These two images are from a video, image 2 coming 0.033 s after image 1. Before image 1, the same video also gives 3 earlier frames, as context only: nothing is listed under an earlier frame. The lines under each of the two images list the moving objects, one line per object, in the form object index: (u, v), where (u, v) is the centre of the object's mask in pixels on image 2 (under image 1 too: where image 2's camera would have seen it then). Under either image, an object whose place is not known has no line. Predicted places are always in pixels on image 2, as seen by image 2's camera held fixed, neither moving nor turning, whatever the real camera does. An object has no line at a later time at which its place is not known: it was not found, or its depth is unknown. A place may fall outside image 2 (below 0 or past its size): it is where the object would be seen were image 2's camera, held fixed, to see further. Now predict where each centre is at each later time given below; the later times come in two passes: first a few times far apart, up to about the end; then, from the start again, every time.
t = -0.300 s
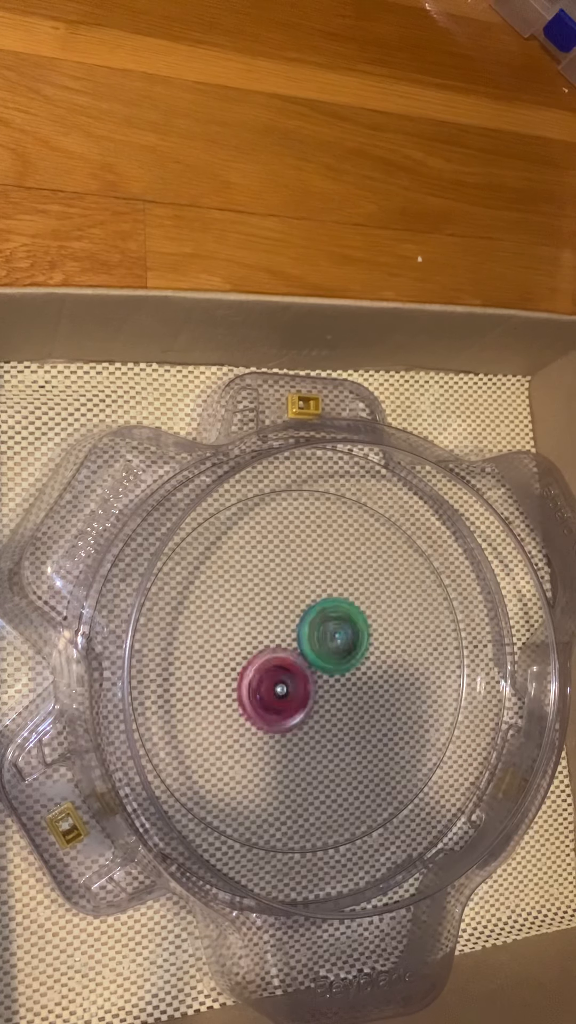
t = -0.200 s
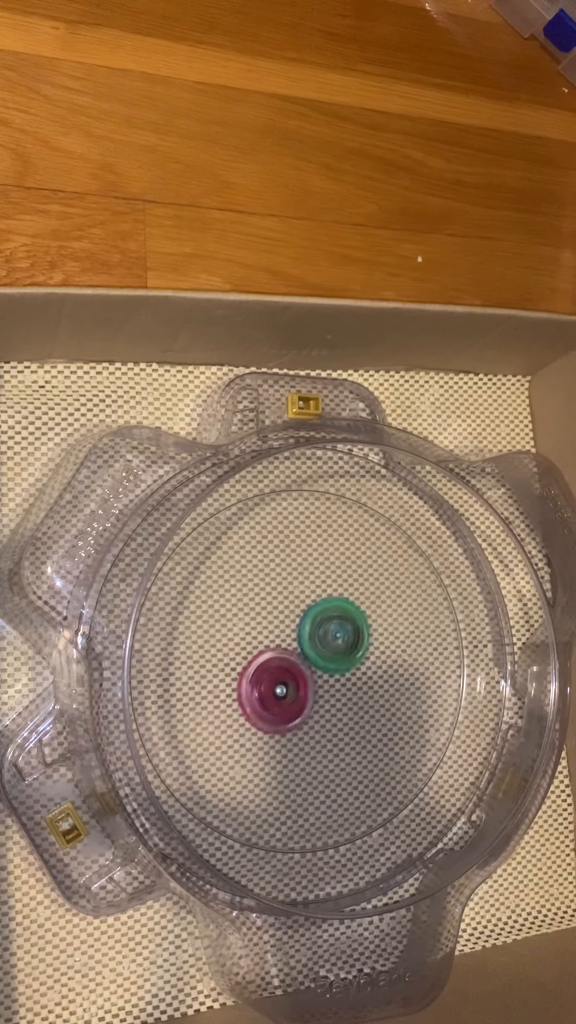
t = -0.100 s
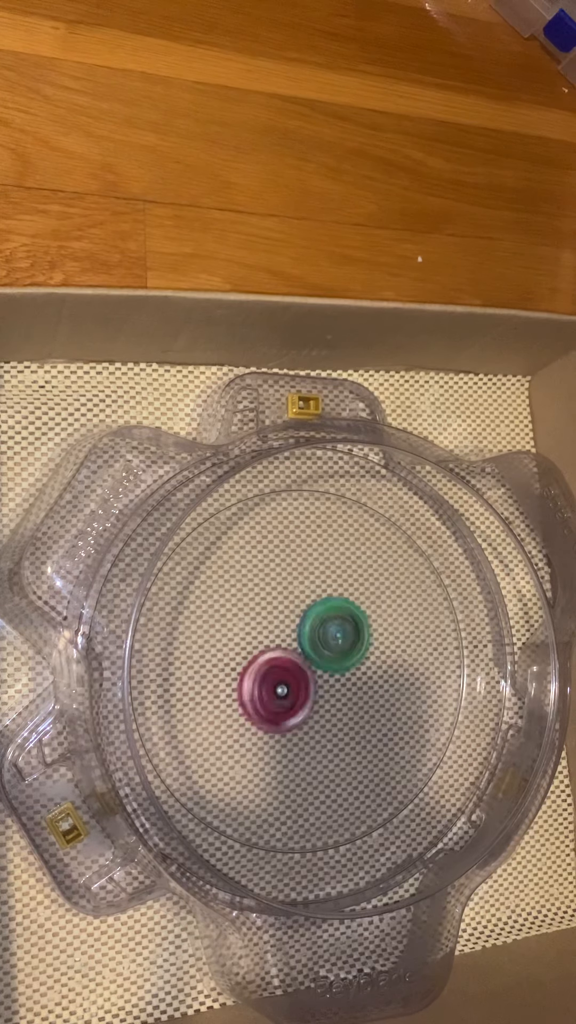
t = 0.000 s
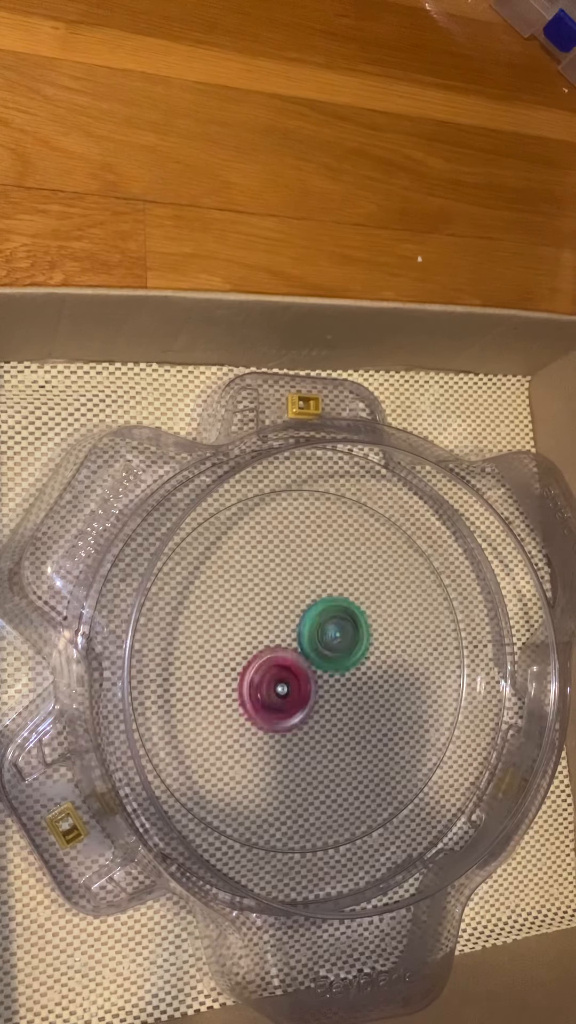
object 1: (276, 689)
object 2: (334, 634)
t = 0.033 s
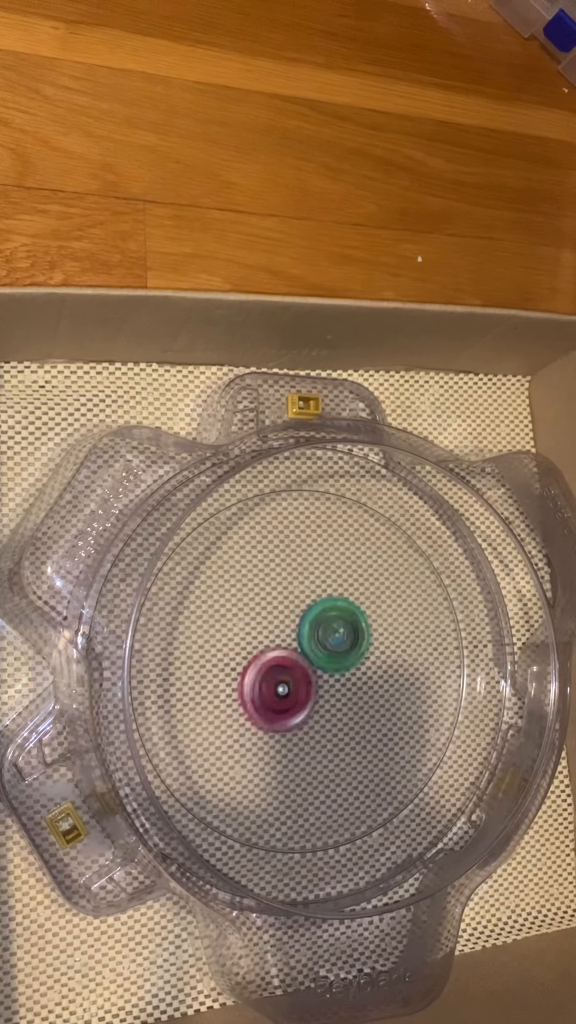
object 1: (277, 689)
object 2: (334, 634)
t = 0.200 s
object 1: (277, 690)
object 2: (335, 633)
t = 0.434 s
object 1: (279, 691)
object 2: (335, 633)
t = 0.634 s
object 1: (280, 691)
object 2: (335, 633)
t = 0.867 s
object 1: (281, 692)
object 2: (333, 631)
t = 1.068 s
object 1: (282, 693)
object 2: (333, 630)
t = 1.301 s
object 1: (284, 692)
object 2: (332, 628)
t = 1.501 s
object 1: (284, 692)
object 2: (332, 627)
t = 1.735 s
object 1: (285, 692)
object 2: (331, 625)
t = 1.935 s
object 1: (286, 693)
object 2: (330, 624)
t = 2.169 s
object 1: (287, 694)
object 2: (329, 622)
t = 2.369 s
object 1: (287, 694)
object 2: (327, 622)
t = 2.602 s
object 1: (287, 700)
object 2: (326, 619)
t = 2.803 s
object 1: (286, 694)
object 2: (320, 620)
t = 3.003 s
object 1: (287, 699)
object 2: (320, 612)
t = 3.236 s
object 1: (287, 697)
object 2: (318, 611)
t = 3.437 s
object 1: (290, 690)
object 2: (316, 610)
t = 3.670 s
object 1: (289, 692)
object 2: (315, 611)
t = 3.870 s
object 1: (292, 692)
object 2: (312, 613)
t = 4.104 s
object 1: (272, 738)
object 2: (319, 594)
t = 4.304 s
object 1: (270, 726)
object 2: (313, 611)
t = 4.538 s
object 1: (285, 710)
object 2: (317, 633)
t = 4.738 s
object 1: (287, 714)
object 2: (322, 631)
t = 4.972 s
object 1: (283, 718)
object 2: (329, 629)
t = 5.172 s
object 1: (290, 705)
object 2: (328, 628)
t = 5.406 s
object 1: (286, 702)
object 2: (324, 628)
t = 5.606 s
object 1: (283, 707)
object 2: (321, 615)
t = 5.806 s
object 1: (285, 700)
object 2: (314, 614)
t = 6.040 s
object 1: (291, 702)
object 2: (311, 616)
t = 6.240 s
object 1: (304, 701)
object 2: (307, 617)
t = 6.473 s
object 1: (313, 713)
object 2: (301, 626)
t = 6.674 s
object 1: (309, 708)
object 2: (299, 628)
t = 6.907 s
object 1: (312, 716)
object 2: (282, 624)
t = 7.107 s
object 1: (323, 711)
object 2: (287, 635)
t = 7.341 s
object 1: (326, 708)
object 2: (300, 634)
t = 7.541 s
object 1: (335, 712)
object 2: (303, 630)
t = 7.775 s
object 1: (336, 706)
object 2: (301, 632)
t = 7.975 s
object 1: (341, 707)
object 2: (294, 625)
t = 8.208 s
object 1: (338, 701)
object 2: (295, 627)
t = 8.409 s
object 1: (336, 699)
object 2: (291, 631)
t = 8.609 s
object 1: (332, 707)
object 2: (288, 625)
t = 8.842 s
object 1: (327, 699)
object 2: (284, 631)
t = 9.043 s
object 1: (324, 695)
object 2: (287, 628)
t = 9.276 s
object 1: (327, 689)
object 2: (284, 625)
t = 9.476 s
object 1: (329, 687)
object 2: (283, 628)
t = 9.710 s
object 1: (330, 686)
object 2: (283, 629)
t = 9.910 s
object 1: (329, 687)
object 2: (283, 629)
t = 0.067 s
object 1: (276, 691)
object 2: (335, 633)
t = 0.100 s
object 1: (277, 691)
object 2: (335, 634)
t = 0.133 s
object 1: (277, 690)
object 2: (335, 633)
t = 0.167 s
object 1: (277, 690)
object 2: (335, 633)
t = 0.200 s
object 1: (277, 690)
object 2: (335, 633)
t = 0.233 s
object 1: (277, 690)
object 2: (335, 634)
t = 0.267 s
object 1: (278, 690)
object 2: (335, 633)
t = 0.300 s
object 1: (278, 690)
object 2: (335, 633)
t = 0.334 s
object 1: (278, 690)
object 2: (334, 634)
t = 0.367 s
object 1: (278, 691)
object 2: (335, 633)
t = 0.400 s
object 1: (279, 690)
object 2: (335, 633)
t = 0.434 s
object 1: (279, 691)
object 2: (335, 633)
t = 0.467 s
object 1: (279, 690)
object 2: (335, 633)
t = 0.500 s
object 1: (279, 690)
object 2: (335, 633)
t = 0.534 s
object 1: (279, 690)
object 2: (335, 633)
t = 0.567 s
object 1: (279, 692)
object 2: (335, 633)
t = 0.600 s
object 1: (280, 692)
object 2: (335, 633)
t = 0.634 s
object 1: (280, 691)
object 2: (335, 633)
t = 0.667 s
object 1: (280, 692)
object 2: (335, 633)
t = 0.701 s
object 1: (280, 691)
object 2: (335, 632)
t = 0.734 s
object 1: (280, 691)
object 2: (334, 632)
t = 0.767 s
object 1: (280, 692)
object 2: (334, 632)
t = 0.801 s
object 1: (281, 692)
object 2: (334, 632)
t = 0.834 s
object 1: (281, 692)
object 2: (334, 631)
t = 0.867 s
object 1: (281, 692)
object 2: (333, 631)
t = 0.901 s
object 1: (281, 693)
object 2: (334, 631)
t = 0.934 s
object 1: (282, 693)
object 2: (333, 631)
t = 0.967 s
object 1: (282, 693)
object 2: (333, 631)
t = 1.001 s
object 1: (282, 693)
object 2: (334, 630)
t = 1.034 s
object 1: (282, 692)
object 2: (333, 630)
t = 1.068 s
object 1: (282, 693)
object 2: (333, 630)
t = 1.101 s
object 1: (282, 692)
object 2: (333, 630)
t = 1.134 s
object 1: (283, 692)
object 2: (333, 629)
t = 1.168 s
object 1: (282, 692)
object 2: (333, 629)
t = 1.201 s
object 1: (284, 692)
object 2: (333, 629)
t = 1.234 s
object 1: (284, 692)
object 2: (332, 629)
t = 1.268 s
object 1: (284, 692)
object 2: (332, 629)
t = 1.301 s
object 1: (284, 692)
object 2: (332, 628)
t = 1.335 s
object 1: (284, 693)
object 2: (333, 627)
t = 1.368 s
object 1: (284, 692)
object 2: (332, 628)
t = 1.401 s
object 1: (283, 692)
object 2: (332, 627)
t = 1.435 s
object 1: (284, 693)
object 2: (332, 627)
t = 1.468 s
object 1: (284, 692)
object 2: (332, 627)
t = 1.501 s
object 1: (284, 692)
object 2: (332, 627)
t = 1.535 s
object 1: (284, 692)
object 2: (332, 627)
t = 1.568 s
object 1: (284, 693)
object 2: (332, 626)
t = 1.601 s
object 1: (284, 693)
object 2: (332, 625)
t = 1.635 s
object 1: (285, 693)
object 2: (332, 625)
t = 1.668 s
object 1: (285, 692)
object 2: (332, 625)
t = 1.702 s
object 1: (285, 692)
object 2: (331, 625)
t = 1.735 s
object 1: (285, 692)
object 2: (331, 625)
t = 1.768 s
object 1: (285, 692)
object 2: (331, 624)
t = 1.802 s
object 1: (286, 692)
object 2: (331, 624)
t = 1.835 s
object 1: (286, 692)
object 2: (330, 624)
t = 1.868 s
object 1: (286, 692)
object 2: (330, 624)
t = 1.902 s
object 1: (286, 692)
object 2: (330, 624)
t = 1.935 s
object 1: (286, 693)
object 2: (330, 624)
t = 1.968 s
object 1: (286, 693)
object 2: (329, 624)
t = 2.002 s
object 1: (286, 693)
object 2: (329, 623)
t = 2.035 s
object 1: (286, 694)
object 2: (329, 623)
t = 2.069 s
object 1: (287, 694)
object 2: (329, 624)
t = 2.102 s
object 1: (286, 694)
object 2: (329, 623)
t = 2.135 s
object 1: (287, 696)
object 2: (329, 622)
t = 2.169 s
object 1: (287, 694)
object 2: (329, 622)
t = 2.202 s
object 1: (287, 694)
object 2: (329, 622)
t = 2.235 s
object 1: (287, 694)
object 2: (328, 621)
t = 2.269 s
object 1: (287, 694)
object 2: (328, 622)
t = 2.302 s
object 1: (287, 693)
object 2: (327, 622)
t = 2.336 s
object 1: (287, 693)
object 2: (327, 622)
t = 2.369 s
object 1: (287, 694)
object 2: (327, 622)
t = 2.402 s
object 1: (288, 696)
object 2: (327, 621)
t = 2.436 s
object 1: (288, 701)
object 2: (328, 619)
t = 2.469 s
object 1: (288, 702)
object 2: (328, 619)
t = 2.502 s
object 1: (288, 700)
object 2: (327, 619)
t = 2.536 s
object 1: (287, 700)
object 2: (327, 618)
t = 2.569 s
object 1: (287, 700)
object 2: (326, 618)
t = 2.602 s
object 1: (287, 700)
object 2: (326, 619)
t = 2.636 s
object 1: (287, 699)
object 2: (325, 619)
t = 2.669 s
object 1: (286, 698)
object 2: (324, 619)
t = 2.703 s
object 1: (286, 698)
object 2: (323, 619)
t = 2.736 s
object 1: (287, 697)
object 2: (322, 619)
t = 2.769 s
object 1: (286, 696)
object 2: (321, 620)
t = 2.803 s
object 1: (286, 694)
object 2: (320, 620)
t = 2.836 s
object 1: (287, 694)
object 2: (320, 620)
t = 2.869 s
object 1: (287, 695)
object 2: (319, 620)
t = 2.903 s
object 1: (288, 695)
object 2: (320, 619)
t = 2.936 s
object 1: (290, 694)
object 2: (319, 619)
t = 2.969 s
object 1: (288, 698)
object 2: (319, 614)
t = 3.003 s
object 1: (287, 699)
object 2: (320, 612)
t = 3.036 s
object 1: (287, 700)
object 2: (320, 611)
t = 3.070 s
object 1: (287, 699)
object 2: (320, 611)
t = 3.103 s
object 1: (287, 699)
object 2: (320, 611)
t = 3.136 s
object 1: (287, 699)
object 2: (319, 611)
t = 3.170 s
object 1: (287, 698)
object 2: (319, 611)
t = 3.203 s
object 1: (287, 698)
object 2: (318, 610)
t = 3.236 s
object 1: (287, 697)
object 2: (318, 611)
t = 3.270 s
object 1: (287, 697)
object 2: (317, 611)
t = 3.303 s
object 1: (288, 695)
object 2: (316, 611)
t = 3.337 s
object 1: (287, 693)
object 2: (316, 611)
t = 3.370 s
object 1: (289, 690)
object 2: (315, 611)
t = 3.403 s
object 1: (289, 690)
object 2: (315, 610)
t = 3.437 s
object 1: (290, 690)
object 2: (316, 610)
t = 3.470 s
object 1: (290, 691)
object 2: (316, 611)
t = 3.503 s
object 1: (290, 695)
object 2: (316, 610)
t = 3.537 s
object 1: (290, 696)
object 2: (316, 611)
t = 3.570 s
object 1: (290, 695)
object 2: (316, 611)
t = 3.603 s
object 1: (290, 693)
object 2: (315, 610)
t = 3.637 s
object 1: (289, 693)
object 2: (315, 610)
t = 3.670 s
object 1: (289, 692)
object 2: (315, 611)
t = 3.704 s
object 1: (290, 694)
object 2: (314, 611)
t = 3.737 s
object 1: (289, 693)
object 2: (313, 611)
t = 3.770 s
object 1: (289, 692)
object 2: (313, 612)
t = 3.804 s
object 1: (290, 692)
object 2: (312, 612)
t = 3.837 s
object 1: (290, 692)
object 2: (312, 612)
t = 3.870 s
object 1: (292, 692)
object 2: (312, 613)
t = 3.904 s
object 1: (290, 701)
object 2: (313, 605)
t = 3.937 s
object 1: (286, 712)
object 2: (317, 598)
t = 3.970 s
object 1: (282, 720)
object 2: (318, 594)
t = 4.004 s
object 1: (279, 728)
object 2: (319, 594)
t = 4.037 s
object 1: (276, 733)
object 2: (320, 592)
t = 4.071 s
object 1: (273, 736)
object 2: (320, 592)
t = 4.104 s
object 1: (272, 738)
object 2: (319, 594)
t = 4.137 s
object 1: (272, 738)
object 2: (318, 595)
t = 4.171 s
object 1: (271, 736)
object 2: (317, 596)
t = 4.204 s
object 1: (271, 734)
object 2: (316, 597)
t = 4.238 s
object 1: (269, 732)
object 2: (315, 601)
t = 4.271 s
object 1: (269, 730)
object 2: (314, 605)
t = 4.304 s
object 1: (270, 726)
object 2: (313, 611)
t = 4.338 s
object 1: (272, 722)
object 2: (311, 617)
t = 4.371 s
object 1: (275, 715)
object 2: (310, 625)
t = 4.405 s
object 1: (279, 709)
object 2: (310, 633)
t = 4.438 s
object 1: (280, 714)
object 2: (315, 629)
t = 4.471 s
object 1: (283, 714)
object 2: (318, 629)
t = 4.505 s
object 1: (284, 712)
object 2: (318, 631)
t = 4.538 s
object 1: (285, 710)
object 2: (317, 633)
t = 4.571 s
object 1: (285, 709)
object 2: (317, 634)
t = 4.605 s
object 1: (286, 712)
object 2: (319, 632)
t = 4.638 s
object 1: (287, 712)
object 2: (321, 632)
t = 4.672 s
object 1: (287, 710)
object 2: (321, 634)
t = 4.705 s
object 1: (287, 709)
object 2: (320, 635)
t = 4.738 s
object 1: (287, 714)
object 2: (322, 631)
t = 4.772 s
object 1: (286, 720)
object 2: (325, 628)
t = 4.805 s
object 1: (285, 721)
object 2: (327, 626)
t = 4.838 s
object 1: (285, 723)
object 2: (329, 626)
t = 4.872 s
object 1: (285, 723)
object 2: (330, 628)
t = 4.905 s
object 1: (285, 721)
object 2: (330, 628)
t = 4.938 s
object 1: (285, 719)
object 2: (330, 629)
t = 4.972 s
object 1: (283, 718)
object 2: (329, 629)
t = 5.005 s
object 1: (285, 716)
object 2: (329, 629)
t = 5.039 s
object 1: (285, 713)
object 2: (327, 631)
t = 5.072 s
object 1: (286, 708)
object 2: (326, 631)
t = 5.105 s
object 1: (287, 704)
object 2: (325, 632)
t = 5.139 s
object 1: (289, 704)
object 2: (326, 631)
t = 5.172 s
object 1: (290, 705)
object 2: (328, 628)
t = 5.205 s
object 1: (288, 706)
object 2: (330, 629)
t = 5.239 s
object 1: (286, 707)
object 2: (330, 631)
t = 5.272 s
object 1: (286, 709)
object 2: (328, 632)
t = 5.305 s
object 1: (286, 709)
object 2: (325, 631)
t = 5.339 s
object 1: (287, 708)
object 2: (324, 628)
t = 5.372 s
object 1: (287, 706)
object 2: (324, 628)
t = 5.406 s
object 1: (286, 702)
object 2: (324, 628)
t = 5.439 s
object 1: (284, 702)
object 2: (323, 628)
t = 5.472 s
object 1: (287, 699)
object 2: (321, 627)
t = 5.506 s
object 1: (288, 701)
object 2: (322, 622)
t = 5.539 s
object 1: (287, 702)
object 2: (321, 618)
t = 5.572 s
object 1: (285, 704)
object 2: (322, 616)
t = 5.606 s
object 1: (283, 707)
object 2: (321, 615)
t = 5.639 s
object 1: (284, 707)
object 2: (322, 616)
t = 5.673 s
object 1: (284, 708)
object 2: (321, 616)
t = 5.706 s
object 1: (286, 706)
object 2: (319, 617)
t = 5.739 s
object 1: (287, 703)
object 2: (317, 616)
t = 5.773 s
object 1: (286, 701)
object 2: (315, 614)
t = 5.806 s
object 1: (285, 700)
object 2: (314, 614)
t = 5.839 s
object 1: (288, 699)
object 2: (314, 614)
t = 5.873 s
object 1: (288, 695)
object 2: (312, 618)
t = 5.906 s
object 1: (289, 699)
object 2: (314, 614)
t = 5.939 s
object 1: (290, 700)
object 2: (314, 613)
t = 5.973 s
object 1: (291, 699)
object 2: (314, 613)
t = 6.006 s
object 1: (289, 700)
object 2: (312, 614)
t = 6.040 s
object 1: (291, 702)
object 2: (311, 616)
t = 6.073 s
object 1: (294, 702)
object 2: (310, 616)
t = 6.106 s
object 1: (297, 701)
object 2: (310, 617)
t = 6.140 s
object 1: (298, 698)
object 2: (309, 618)
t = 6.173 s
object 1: (300, 702)
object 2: (308, 617)
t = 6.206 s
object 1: (303, 703)
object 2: (307, 616)
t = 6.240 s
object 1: (304, 701)
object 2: (307, 617)
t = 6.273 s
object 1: (307, 700)
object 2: (306, 619)
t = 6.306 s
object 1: (308, 701)
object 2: (305, 620)
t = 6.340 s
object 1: (311, 701)
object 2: (302, 620)
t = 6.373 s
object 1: (312, 702)
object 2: (300, 623)
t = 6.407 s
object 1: (315, 706)
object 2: (300, 624)
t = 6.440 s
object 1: (315, 707)
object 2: (301, 625)
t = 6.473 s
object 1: (313, 713)
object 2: (301, 626)
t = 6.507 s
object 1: (313, 714)
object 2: (300, 626)
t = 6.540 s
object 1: (313, 713)
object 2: (300, 625)
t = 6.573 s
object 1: (310, 713)
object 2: (300, 625)
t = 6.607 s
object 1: (308, 714)
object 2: (299, 625)
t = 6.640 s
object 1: (309, 710)
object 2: (299, 626)
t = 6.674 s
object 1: (309, 708)
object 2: (299, 628)
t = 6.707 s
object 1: (311, 713)
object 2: (297, 624)
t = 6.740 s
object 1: (311, 715)
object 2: (294, 620)
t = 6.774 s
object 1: (311, 719)
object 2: (291, 617)
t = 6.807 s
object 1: (311, 719)
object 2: (289, 614)
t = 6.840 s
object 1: (312, 717)
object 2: (287, 615)
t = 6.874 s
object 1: (312, 716)
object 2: (285, 620)
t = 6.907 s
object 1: (312, 716)
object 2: (282, 624)
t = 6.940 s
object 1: (312, 715)
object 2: (282, 627)
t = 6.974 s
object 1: (315, 712)
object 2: (284, 630)
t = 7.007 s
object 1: (315, 710)
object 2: (286, 634)
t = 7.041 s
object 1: (318, 712)
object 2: (286, 633)
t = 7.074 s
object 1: (322, 712)
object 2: (287, 634)
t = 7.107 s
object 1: (323, 711)
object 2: (287, 635)
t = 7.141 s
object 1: (324, 714)
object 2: (289, 634)
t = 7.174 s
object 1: (327, 717)
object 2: (291, 633)
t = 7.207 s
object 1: (328, 716)
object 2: (295, 633)
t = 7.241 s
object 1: (328, 711)
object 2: (297, 634)
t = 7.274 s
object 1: (326, 708)
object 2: (298, 635)
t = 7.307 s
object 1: (325, 709)
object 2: (298, 634)
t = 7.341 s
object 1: (326, 708)
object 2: (300, 634)
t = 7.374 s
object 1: (330, 707)
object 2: (302, 635)
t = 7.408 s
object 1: (331, 705)
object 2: (302, 635)
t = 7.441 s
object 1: (332, 706)
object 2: (300, 633)
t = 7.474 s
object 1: (336, 709)
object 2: (301, 630)
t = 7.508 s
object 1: (336, 710)
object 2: (302, 628)
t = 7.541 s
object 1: (335, 712)
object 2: (303, 630)
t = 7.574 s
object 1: (334, 715)
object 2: (303, 632)
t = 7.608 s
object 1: (332, 715)
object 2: (303, 634)
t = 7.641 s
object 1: (333, 714)
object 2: (303, 634)
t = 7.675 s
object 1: (333, 712)
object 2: (303, 635)
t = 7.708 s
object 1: (334, 709)
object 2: (303, 636)
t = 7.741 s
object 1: (336, 707)
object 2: (301, 633)
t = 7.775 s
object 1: (336, 706)
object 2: (301, 632)
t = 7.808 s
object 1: (335, 704)
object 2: (300, 633)
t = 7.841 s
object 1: (336, 706)
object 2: (298, 632)
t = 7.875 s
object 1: (339, 709)
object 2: (296, 630)
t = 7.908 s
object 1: (340, 709)
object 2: (297, 626)
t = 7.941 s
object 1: (342, 708)
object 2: (295, 625)
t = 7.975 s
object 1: (341, 707)
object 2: (294, 625)
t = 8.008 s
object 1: (342, 707)
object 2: (292, 627)
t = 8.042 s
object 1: (341, 706)
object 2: (291, 629)
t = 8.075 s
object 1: (340, 704)
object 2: (291, 630)
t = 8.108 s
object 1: (338, 701)
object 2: (293, 630)
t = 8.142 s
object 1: (334, 698)
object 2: (296, 632)
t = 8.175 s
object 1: (335, 699)
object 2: (296, 629)
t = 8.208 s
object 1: (338, 701)
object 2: (295, 627)
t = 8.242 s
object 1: (339, 703)
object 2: (294, 626)
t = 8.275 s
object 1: (341, 703)
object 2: (294, 626)
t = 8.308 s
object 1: (341, 703)
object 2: (293, 627)
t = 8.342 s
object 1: (340, 702)
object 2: (291, 629)
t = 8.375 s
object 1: (339, 701)
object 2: (291, 630)
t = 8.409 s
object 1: (336, 699)
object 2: (291, 631)
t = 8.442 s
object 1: (334, 698)
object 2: (293, 632)
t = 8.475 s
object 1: (332, 697)
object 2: (295, 631)
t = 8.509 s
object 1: (333, 701)
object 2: (294, 626)
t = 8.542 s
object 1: (333, 703)
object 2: (293, 625)
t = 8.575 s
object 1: (333, 706)
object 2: (290, 624)
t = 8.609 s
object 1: (332, 707)
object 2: (288, 625)
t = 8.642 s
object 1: (330, 706)
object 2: (287, 628)
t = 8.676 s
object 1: (327, 703)
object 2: (286, 630)
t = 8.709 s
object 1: (325, 701)
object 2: (286, 634)
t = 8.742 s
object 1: (324, 702)
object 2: (286, 635)
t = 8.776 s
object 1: (325, 701)
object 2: (285, 635)
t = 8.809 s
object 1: (326, 701)
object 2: (284, 633)
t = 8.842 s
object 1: (327, 699)
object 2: (284, 631)
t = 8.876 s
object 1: (327, 696)
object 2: (286, 630)
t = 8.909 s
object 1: (328, 695)
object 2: (287, 628)
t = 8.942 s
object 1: (328, 695)
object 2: (287, 627)
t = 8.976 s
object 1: (326, 697)
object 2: (287, 628)
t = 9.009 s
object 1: (325, 696)
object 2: (287, 628)
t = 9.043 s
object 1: (324, 695)
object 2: (287, 628)
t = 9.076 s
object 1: (325, 694)
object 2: (286, 628)
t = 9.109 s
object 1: (326, 694)
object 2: (286, 627)
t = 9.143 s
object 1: (327, 694)
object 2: (285, 625)
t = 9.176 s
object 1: (327, 692)
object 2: (285, 625)
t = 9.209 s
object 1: (327, 691)
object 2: (284, 625)
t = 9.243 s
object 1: (327, 689)
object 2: (284, 625)
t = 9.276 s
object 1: (327, 689)
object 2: (284, 625)
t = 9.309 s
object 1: (328, 689)
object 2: (283, 625)
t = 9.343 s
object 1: (328, 688)
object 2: (283, 626)
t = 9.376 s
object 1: (328, 688)
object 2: (282, 626)
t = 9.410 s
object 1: (328, 688)
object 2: (282, 627)
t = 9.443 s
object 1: (329, 688)
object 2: (283, 627)
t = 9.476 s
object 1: (329, 687)
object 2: (283, 628)
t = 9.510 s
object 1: (329, 687)
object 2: (284, 628)
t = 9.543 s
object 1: (329, 687)
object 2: (284, 628)
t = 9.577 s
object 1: (330, 687)
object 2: (284, 628)
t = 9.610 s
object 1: (331, 686)
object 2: (284, 628)
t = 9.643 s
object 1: (331, 686)
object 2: (284, 628)
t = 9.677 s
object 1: (330, 686)
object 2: (284, 628)
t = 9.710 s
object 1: (330, 686)
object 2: (283, 629)
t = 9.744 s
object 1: (329, 687)
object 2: (283, 629)
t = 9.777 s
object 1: (329, 687)
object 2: (283, 629)
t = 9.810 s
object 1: (329, 687)
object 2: (283, 629)
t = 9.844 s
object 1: (329, 687)
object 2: (283, 629)
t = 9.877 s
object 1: (329, 687)
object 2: (283, 629)
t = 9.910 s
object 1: (329, 687)
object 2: (283, 629)
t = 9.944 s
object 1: (330, 686)
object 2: (284, 629)
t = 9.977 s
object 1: (330, 686)
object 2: (284, 629)
